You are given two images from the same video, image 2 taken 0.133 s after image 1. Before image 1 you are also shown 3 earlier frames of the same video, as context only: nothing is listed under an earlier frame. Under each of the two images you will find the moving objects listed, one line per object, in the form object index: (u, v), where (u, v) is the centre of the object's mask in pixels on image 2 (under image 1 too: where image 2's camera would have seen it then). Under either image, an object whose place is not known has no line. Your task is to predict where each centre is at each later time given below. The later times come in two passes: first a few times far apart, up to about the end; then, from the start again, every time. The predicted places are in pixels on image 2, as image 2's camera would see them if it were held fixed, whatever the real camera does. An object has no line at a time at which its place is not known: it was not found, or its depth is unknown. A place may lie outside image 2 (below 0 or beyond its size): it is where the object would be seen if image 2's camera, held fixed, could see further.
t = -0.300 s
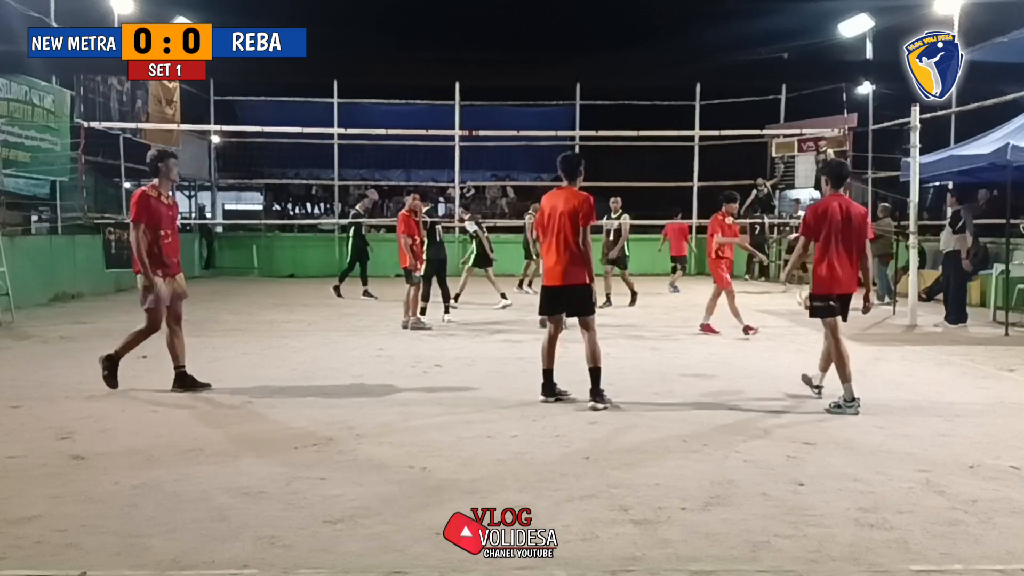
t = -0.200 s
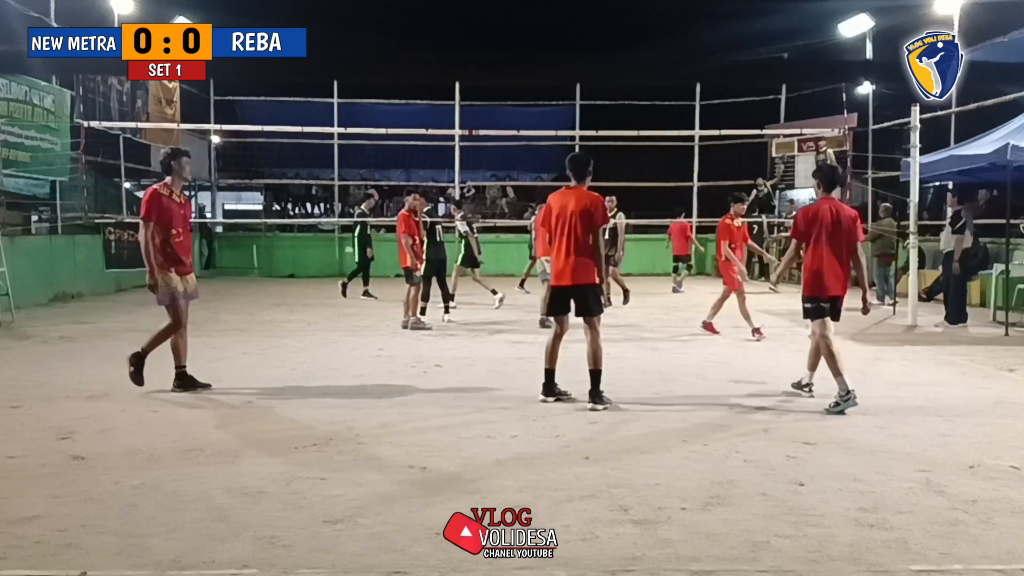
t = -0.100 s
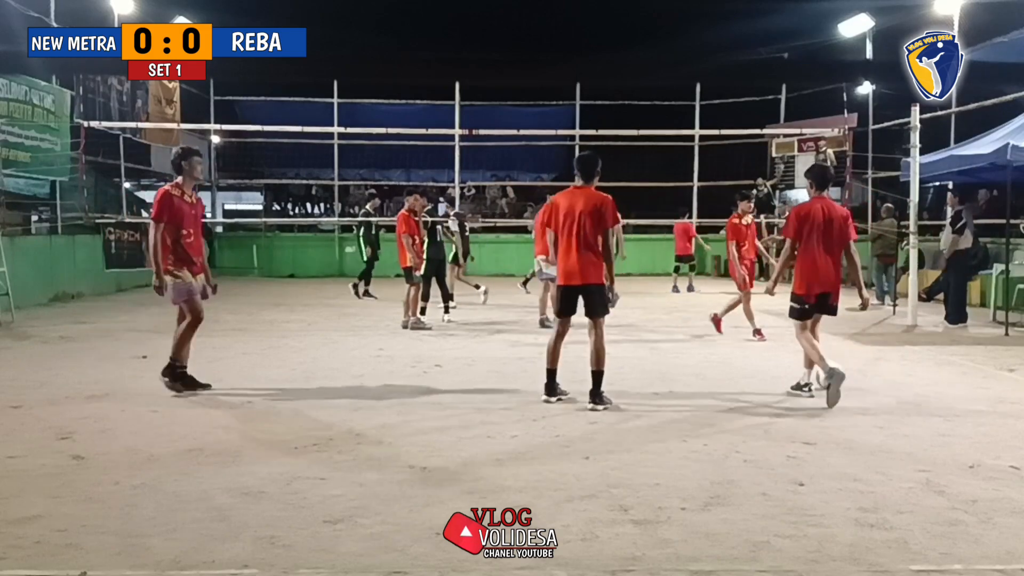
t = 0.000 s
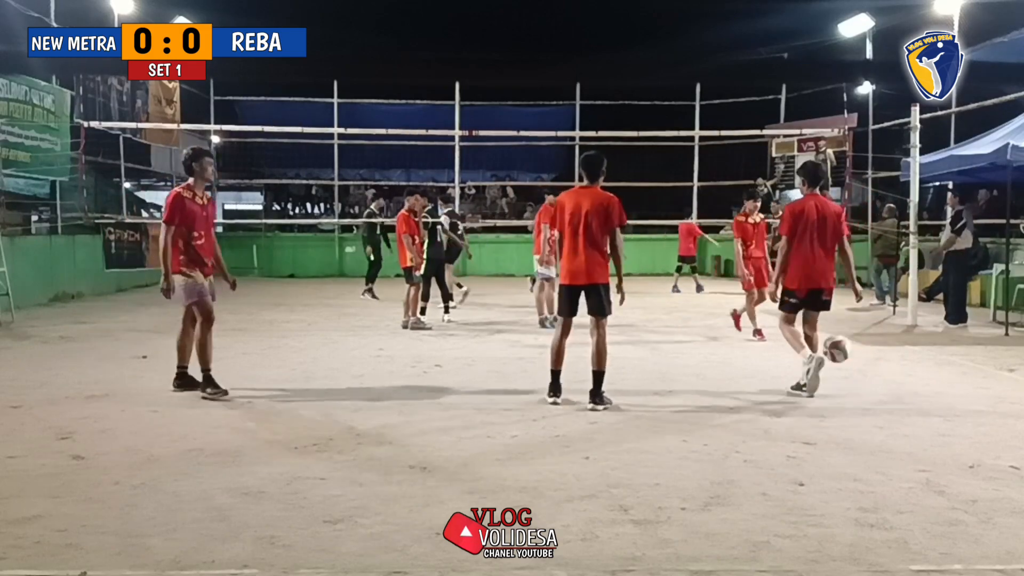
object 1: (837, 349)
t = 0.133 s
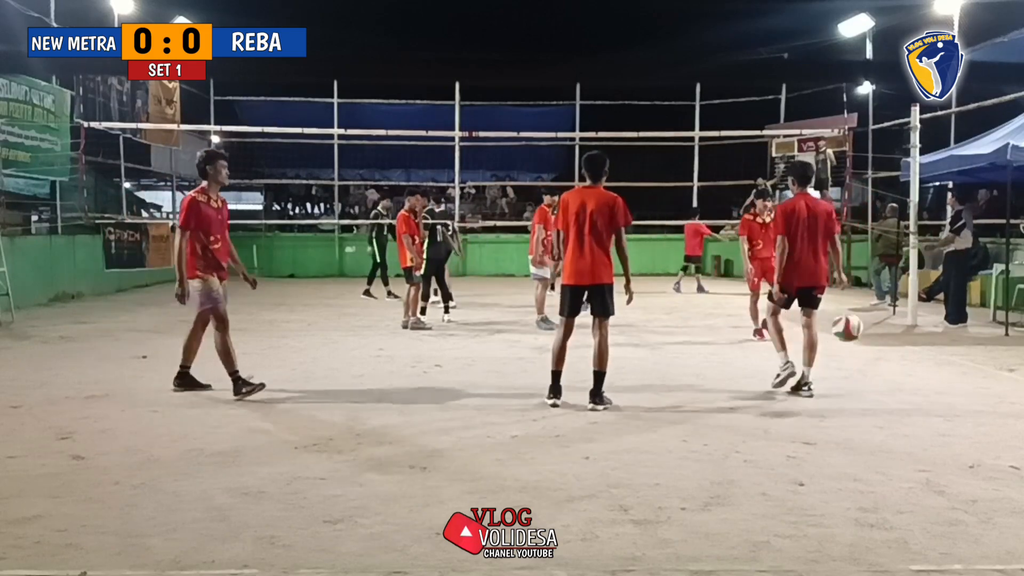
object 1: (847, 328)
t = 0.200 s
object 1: (853, 324)
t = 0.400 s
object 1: (869, 355)
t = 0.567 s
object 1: (884, 395)
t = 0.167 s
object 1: (850, 325)
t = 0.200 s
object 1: (853, 324)
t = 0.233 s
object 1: (855, 326)
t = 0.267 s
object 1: (858, 328)
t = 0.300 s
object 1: (861, 333)
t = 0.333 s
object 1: (863, 338)
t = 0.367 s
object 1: (866, 346)
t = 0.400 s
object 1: (869, 355)
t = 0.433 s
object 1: (871, 366)
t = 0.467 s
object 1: (874, 380)
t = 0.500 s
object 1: (877, 395)
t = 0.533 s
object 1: (880, 404)
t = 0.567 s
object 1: (884, 395)
